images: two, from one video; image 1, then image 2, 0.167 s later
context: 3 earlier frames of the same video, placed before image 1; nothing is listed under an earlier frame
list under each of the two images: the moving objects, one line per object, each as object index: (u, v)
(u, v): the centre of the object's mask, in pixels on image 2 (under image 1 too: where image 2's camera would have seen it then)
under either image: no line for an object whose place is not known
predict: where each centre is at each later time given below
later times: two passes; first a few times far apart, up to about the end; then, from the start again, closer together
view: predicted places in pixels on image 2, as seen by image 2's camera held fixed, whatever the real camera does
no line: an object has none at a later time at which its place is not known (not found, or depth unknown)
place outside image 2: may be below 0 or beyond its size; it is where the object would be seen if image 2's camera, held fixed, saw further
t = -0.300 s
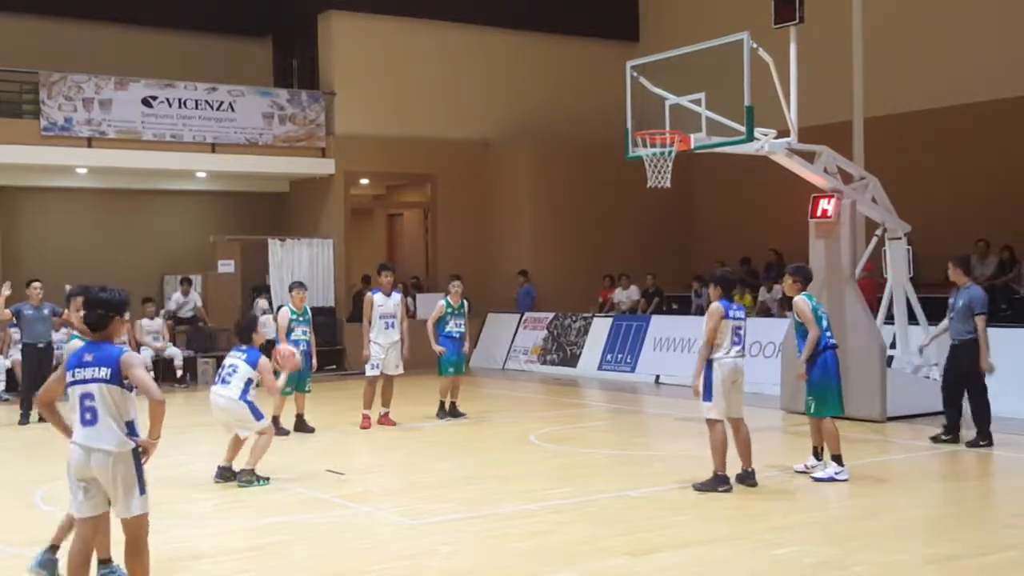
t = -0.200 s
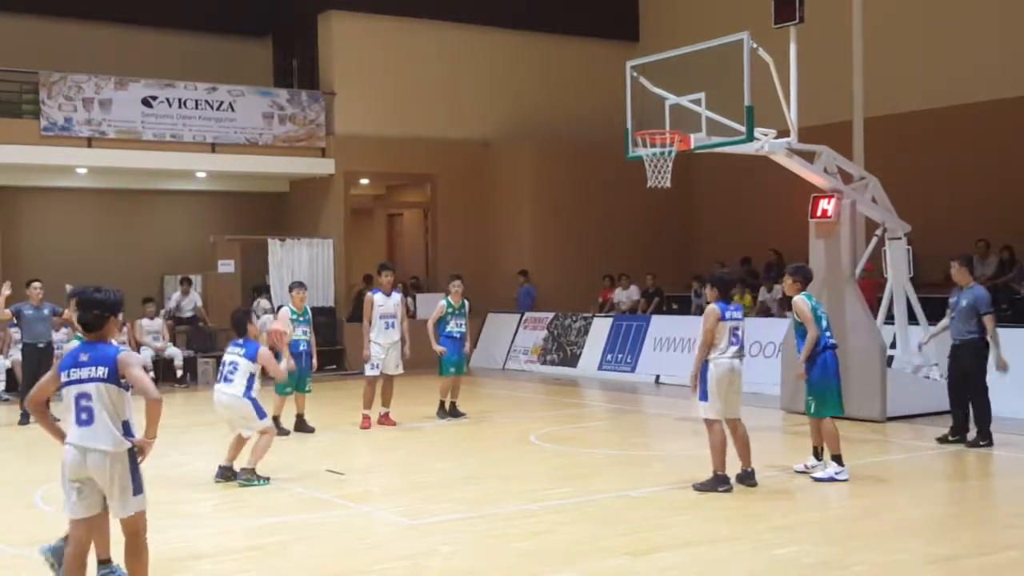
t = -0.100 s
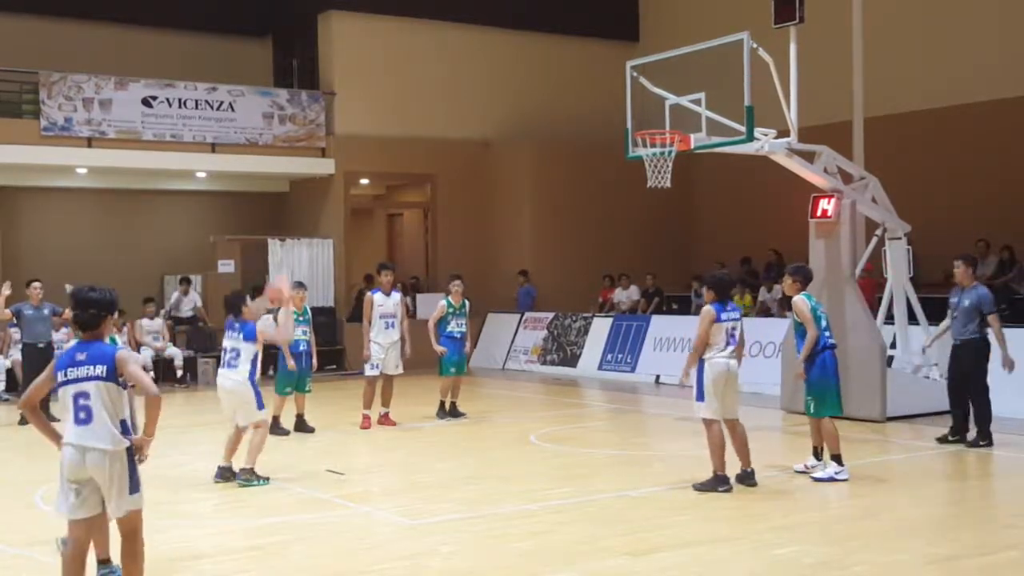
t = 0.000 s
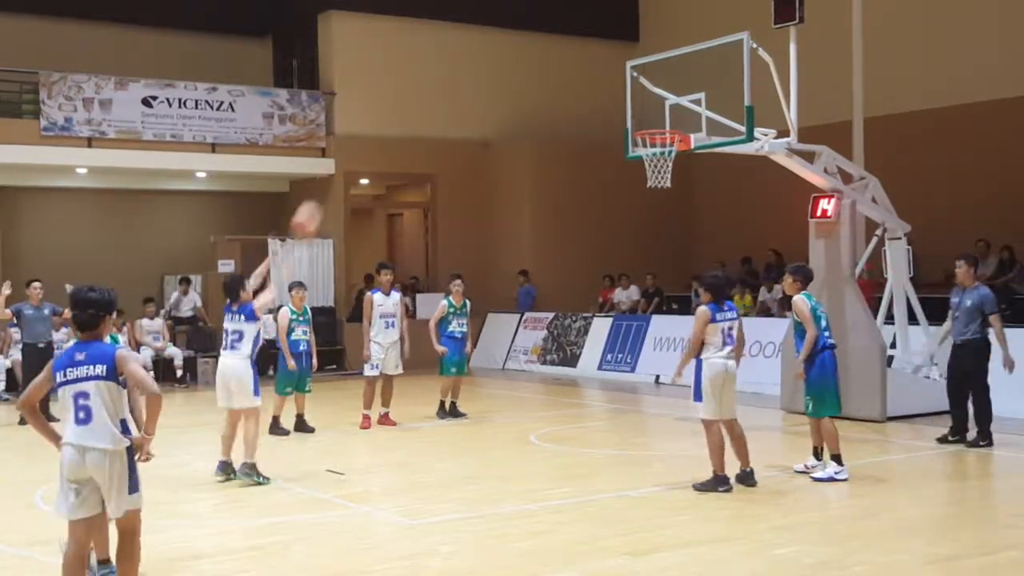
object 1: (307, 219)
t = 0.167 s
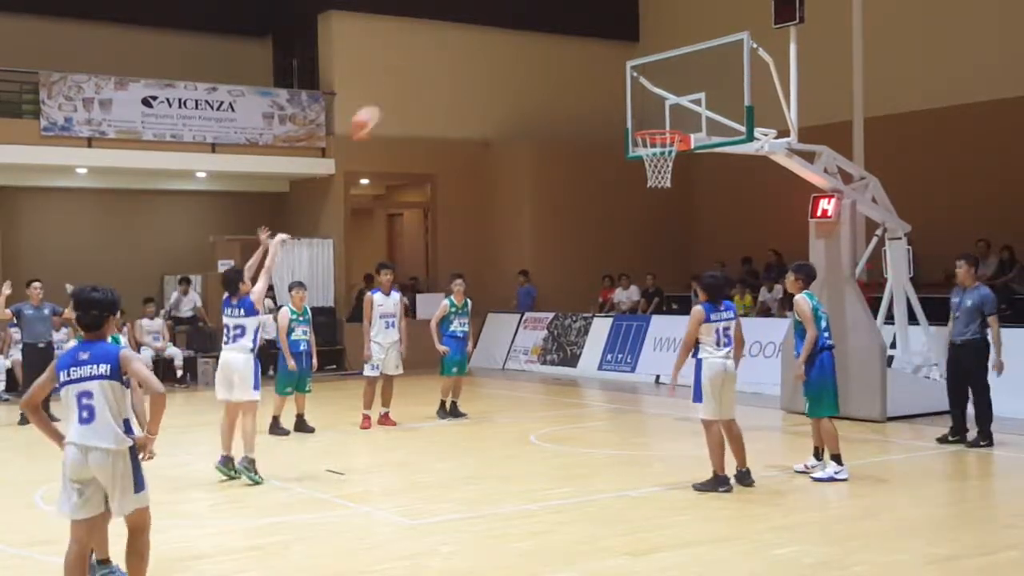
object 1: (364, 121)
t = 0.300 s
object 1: (408, 67)
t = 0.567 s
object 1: (493, 22)
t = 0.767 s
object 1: (552, 37)
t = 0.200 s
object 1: (376, 106)
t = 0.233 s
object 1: (388, 93)
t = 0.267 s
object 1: (397, 76)
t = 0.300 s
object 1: (408, 67)
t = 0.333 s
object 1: (421, 58)
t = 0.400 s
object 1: (442, 38)
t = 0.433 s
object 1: (452, 33)
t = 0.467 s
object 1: (463, 30)
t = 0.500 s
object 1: (473, 26)
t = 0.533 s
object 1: (483, 24)
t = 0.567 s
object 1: (493, 22)
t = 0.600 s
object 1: (503, 23)
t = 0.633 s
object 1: (513, 24)
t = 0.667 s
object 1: (523, 24)
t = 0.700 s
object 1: (534, 27)
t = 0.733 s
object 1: (543, 31)
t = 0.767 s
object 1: (552, 37)
